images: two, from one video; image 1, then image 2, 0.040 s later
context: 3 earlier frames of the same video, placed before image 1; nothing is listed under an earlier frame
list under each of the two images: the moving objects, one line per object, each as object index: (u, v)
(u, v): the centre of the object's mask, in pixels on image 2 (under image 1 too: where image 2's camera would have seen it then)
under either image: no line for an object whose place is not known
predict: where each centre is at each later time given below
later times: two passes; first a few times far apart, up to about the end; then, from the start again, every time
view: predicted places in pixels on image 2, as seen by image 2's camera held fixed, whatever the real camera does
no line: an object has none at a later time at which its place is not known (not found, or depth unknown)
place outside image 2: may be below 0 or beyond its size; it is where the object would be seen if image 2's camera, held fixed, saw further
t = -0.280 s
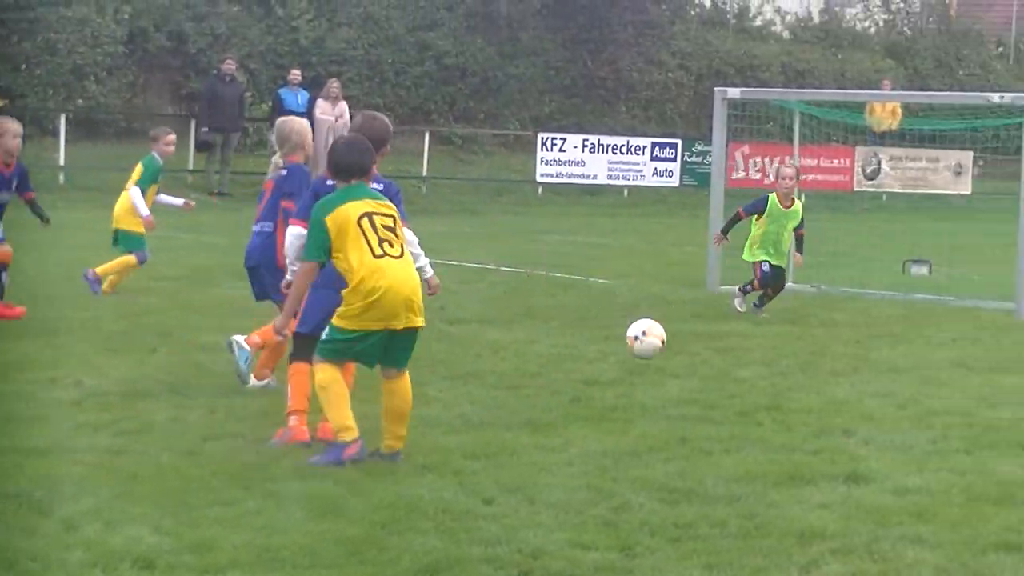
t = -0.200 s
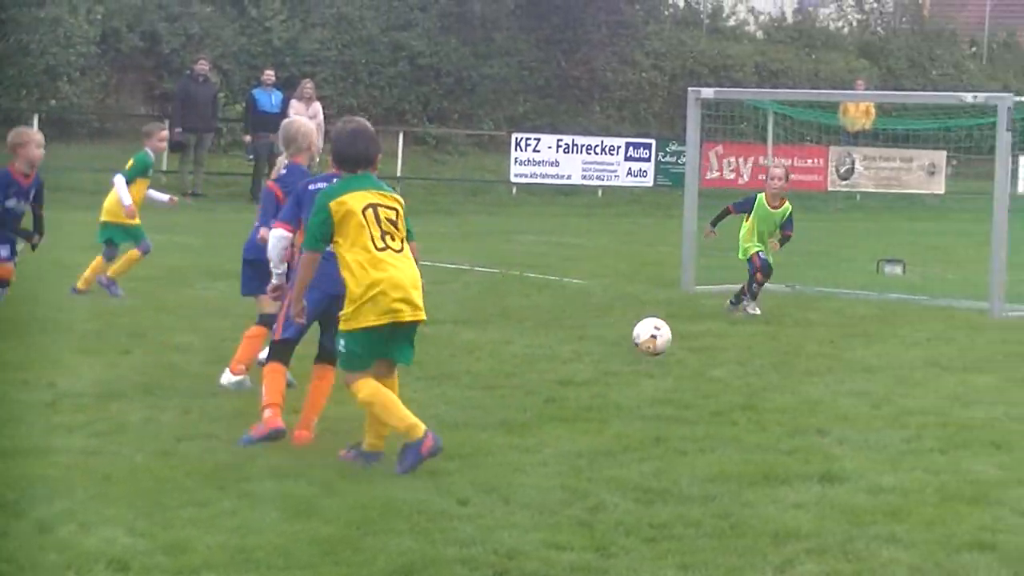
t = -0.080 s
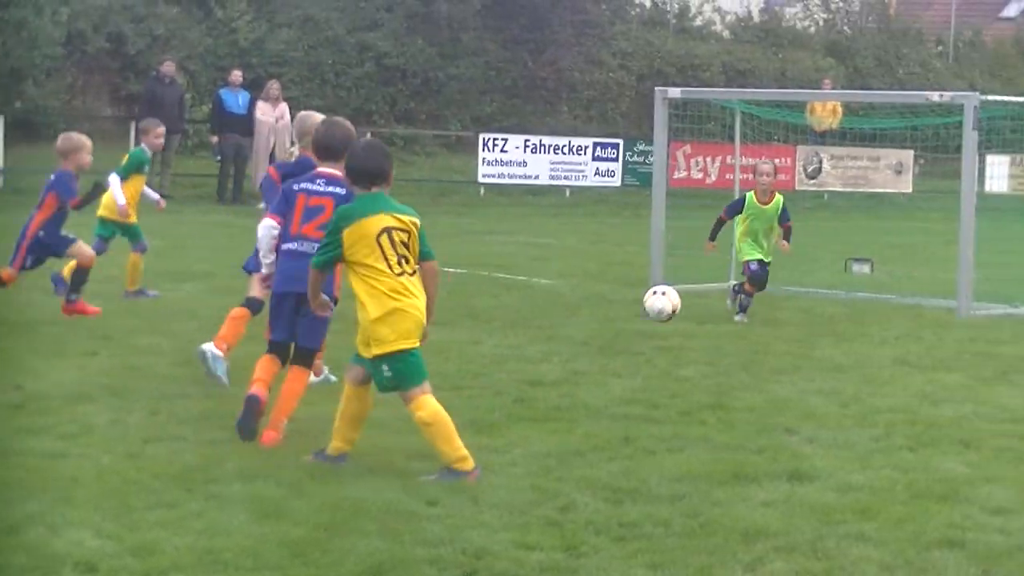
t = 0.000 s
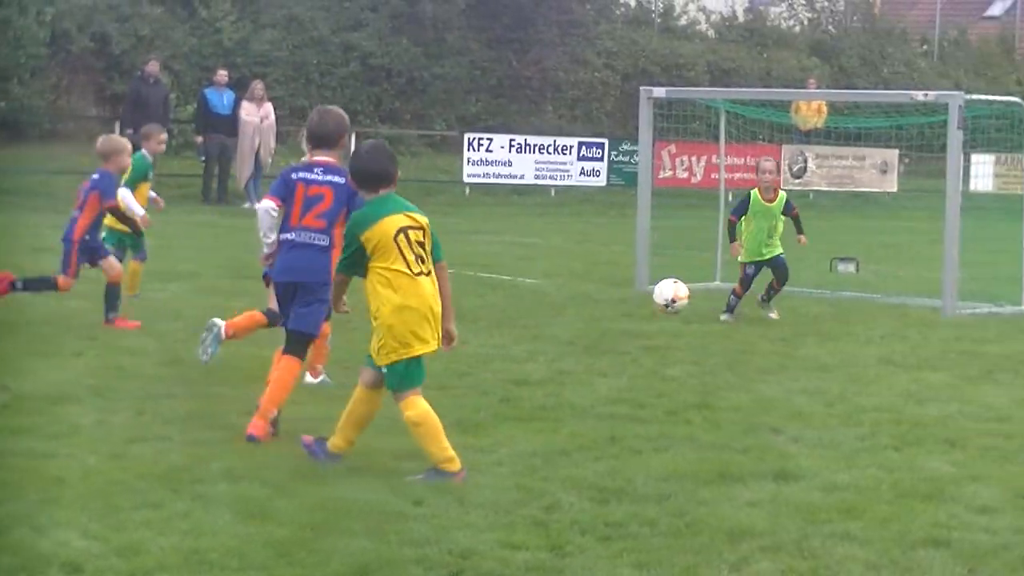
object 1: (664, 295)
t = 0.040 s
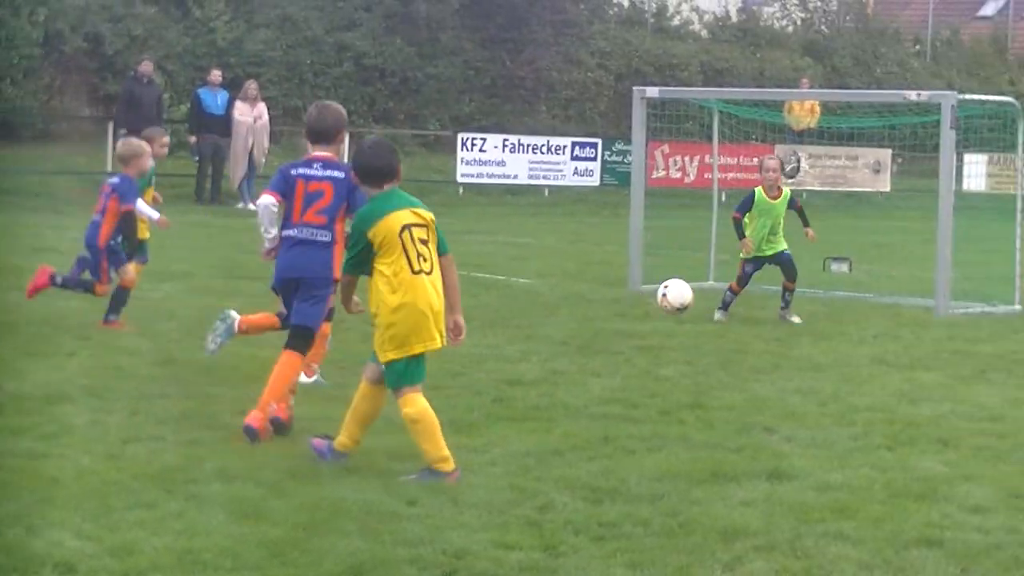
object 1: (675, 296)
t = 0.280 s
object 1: (729, 323)
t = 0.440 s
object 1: (753, 317)
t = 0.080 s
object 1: (685, 299)
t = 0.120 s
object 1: (696, 305)
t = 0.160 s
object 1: (706, 315)
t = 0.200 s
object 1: (715, 326)
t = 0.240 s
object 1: (723, 328)
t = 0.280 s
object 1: (729, 323)
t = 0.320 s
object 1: (735, 318)
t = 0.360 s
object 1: (742, 314)
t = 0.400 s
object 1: (747, 314)
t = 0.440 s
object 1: (753, 317)
